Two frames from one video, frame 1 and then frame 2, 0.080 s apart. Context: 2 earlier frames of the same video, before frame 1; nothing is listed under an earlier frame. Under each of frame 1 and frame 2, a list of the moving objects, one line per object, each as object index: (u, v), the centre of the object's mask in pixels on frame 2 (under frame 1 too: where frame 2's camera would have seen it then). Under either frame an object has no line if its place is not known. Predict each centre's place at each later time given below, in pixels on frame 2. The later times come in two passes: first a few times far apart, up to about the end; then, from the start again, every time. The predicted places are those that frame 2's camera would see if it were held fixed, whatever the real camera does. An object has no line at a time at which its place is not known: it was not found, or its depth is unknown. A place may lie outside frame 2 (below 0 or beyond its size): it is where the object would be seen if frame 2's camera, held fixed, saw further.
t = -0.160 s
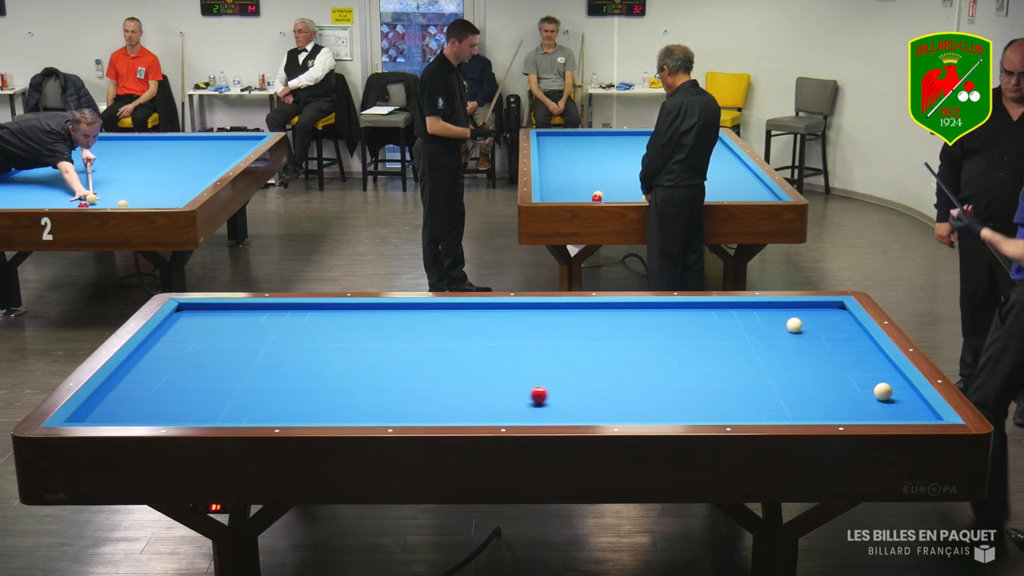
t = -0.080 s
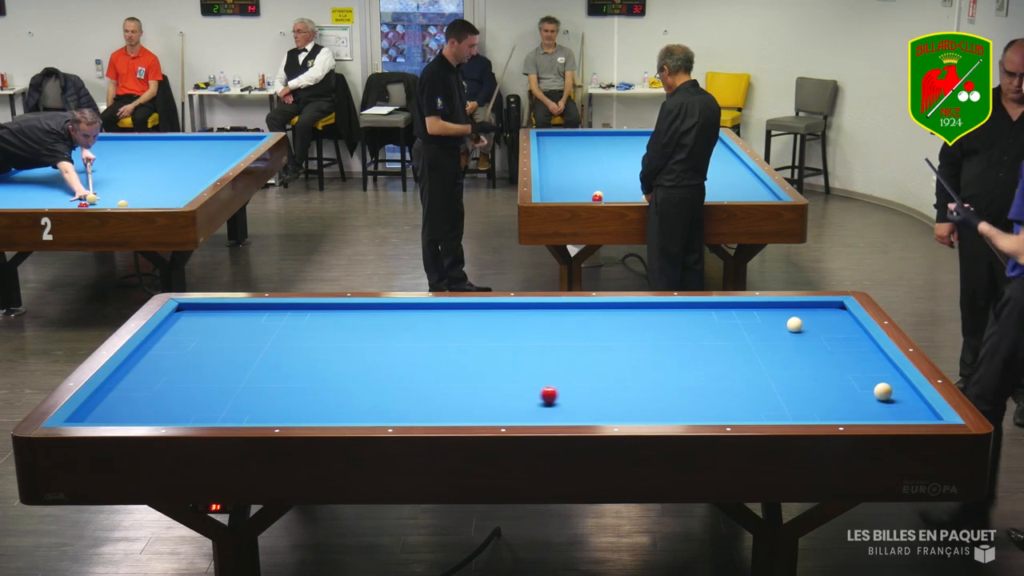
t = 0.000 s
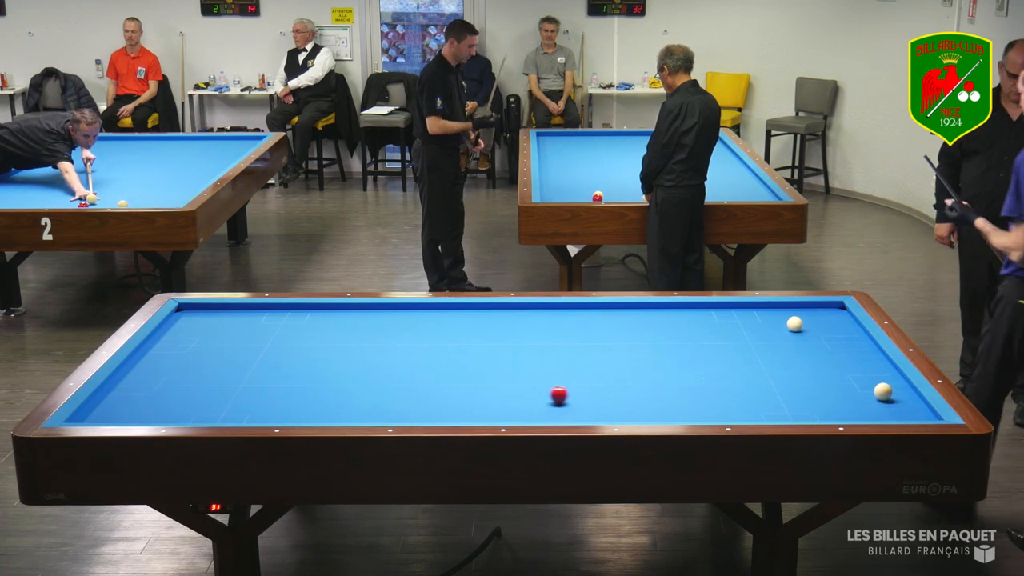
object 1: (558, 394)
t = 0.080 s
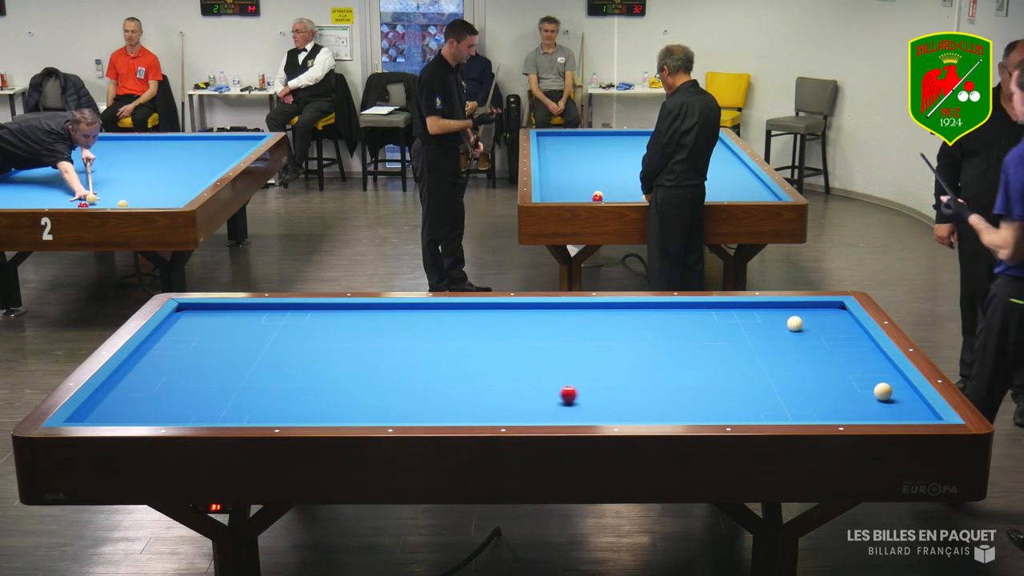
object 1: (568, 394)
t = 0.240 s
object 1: (588, 394)
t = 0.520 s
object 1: (620, 394)
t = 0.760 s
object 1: (647, 393)
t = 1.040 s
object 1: (677, 391)
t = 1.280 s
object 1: (702, 391)
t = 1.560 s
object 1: (730, 390)
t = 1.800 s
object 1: (753, 389)
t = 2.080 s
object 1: (780, 389)
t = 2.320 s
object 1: (801, 388)
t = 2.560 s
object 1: (821, 388)
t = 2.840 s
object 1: (844, 387)
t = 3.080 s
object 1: (863, 387)
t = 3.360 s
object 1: (878, 383)
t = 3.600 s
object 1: (892, 381)
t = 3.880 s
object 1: (899, 380)
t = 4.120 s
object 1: (891, 380)
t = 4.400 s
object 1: (884, 379)
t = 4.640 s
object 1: (878, 378)
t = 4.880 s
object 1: (873, 377)
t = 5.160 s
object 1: (869, 377)
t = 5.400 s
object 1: (866, 377)
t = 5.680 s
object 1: (863, 377)
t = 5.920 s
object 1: (862, 376)
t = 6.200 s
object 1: (862, 376)
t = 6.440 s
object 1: (862, 376)
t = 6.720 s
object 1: (862, 376)
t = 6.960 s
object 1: (862, 376)
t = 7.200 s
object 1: (862, 376)
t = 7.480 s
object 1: (862, 376)
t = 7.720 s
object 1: (862, 376)
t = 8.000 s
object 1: (862, 376)
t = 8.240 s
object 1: (862, 376)
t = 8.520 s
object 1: (862, 376)
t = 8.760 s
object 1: (862, 376)
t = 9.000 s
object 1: (862, 376)
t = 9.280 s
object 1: (862, 376)
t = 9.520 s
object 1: (862, 376)
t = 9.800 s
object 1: (862, 376)
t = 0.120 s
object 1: (573, 395)
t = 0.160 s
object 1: (578, 394)
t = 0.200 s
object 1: (583, 394)
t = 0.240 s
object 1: (588, 394)
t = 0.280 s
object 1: (592, 394)
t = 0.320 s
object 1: (597, 394)
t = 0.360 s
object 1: (602, 394)
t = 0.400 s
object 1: (606, 394)
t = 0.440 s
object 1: (611, 394)
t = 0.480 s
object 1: (616, 394)
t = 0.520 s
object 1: (620, 394)
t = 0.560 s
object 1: (625, 393)
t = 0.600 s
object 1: (629, 393)
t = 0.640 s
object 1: (634, 393)
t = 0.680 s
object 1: (638, 393)
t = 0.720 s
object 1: (643, 393)
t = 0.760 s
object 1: (647, 393)
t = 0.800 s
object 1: (651, 392)
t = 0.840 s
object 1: (656, 392)
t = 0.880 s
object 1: (660, 392)
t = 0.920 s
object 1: (664, 392)
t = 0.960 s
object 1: (669, 392)
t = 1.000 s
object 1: (673, 392)
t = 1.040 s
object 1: (677, 391)
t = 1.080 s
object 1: (681, 391)
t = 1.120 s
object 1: (686, 391)
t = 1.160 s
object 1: (690, 391)
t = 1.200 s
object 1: (694, 391)
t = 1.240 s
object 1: (698, 391)
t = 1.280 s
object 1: (702, 391)
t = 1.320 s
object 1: (706, 391)
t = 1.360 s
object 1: (710, 390)
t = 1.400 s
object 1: (714, 390)
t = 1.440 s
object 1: (718, 390)
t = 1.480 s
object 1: (722, 390)
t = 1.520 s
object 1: (726, 390)
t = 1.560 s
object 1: (730, 390)
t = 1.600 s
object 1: (734, 390)
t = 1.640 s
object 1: (738, 390)
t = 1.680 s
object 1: (742, 390)
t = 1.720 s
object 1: (746, 389)
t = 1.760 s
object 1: (750, 389)
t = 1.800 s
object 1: (753, 389)
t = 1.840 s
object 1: (757, 389)
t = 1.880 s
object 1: (761, 389)
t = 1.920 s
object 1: (765, 389)
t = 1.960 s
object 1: (768, 389)
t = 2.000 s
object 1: (772, 389)
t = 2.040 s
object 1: (775, 389)
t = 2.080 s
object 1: (780, 389)
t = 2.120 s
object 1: (783, 389)
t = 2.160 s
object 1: (786, 389)
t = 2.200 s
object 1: (790, 388)
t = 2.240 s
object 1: (793, 388)
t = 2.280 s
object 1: (797, 388)
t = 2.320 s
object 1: (801, 388)
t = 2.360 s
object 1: (804, 388)
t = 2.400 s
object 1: (808, 388)
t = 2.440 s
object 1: (811, 388)
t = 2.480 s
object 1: (815, 388)
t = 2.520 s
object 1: (818, 388)
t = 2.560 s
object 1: (821, 388)
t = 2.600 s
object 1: (825, 388)
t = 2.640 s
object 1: (828, 388)
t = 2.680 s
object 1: (831, 387)
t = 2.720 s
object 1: (834, 387)
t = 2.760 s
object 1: (838, 387)
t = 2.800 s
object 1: (841, 387)
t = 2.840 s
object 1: (844, 387)
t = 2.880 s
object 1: (847, 387)
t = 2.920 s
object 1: (851, 387)
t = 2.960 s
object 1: (854, 387)
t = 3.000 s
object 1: (857, 387)
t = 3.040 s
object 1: (860, 387)
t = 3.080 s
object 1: (863, 387)
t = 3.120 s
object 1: (866, 387)
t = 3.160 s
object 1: (868, 386)
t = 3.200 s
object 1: (870, 386)
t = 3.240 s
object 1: (872, 385)
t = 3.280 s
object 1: (874, 384)
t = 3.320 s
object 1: (876, 383)
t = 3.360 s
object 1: (878, 383)
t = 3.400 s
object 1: (880, 382)
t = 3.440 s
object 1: (882, 382)
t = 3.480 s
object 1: (885, 381)
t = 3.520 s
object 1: (887, 381)
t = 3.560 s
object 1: (889, 381)
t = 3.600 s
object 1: (892, 381)
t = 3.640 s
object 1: (893, 381)
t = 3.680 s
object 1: (896, 380)
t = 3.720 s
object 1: (898, 380)
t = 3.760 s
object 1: (899, 380)
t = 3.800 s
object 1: (901, 381)
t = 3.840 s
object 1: (900, 380)
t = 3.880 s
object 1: (899, 380)
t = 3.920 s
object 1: (897, 380)
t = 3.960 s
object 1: (896, 380)
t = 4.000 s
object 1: (895, 379)
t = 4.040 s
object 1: (893, 379)
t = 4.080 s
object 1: (892, 379)
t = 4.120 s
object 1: (891, 380)
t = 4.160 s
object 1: (890, 380)
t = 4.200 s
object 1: (889, 380)
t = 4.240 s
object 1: (888, 380)
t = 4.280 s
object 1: (887, 379)
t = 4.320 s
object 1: (886, 379)
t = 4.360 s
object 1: (885, 379)
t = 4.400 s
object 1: (884, 379)
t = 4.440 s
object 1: (883, 378)
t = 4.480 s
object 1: (882, 378)
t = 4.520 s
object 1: (881, 378)
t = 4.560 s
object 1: (880, 378)
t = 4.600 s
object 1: (879, 378)
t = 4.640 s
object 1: (878, 378)
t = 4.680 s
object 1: (877, 378)
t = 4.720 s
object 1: (876, 378)
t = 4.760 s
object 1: (876, 378)
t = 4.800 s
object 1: (875, 378)
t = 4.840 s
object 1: (874, 377)
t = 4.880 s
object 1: (873, 377)
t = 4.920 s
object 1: (873, 377)
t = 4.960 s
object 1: (872, 377)
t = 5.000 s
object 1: (871, 377)
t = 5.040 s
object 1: (871, 377)
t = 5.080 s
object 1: (870, 377)
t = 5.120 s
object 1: (869, 377)
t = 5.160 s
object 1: (869, 377)
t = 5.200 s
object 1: (868, 377)
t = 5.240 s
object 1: (868, 377)
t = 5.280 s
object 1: (867, 377)
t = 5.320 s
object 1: (866, 377)
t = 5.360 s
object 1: (866, 377)
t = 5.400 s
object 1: (866, 377)
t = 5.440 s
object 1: (866, 377)
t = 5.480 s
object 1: (865, 377)
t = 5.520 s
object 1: (865, 377)
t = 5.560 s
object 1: (864, 377)
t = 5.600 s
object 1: (864, 377)
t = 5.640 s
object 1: (864, 377)
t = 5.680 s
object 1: (863, 377)
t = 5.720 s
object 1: (863, 376)
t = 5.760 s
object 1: (863, 377)
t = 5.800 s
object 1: (863, 376)
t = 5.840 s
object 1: (863, 376)
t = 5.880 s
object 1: (862, 376)
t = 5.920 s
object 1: (862, 376)
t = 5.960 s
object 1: (862, 376)
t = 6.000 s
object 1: (862, 376)
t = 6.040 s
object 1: (862, 376)
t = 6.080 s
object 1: (862, 376)
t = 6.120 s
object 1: (862, 376)
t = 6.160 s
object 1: (862, 376)
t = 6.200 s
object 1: (862, 376)
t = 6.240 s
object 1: (862, 376)
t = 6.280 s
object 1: (862, 376)
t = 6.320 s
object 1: (862, 376)
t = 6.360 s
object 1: (862, 376)
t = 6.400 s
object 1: (862, 376)
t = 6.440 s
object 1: (862, 376)
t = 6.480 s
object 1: (862, 376)
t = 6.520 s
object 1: (862, 376)
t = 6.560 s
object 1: (862, 376)
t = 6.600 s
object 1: (862, 376)
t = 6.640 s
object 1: (862, 376)
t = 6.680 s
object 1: (862, 376)
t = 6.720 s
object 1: (862, 376)
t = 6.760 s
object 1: (862, 376)
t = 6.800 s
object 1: (862, 376)
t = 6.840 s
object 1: (862, 376)
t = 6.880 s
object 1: (862, 376)
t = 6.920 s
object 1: (862, 376)
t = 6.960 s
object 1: (862, 376)
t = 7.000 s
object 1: (862, 376)
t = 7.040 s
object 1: (862, 376)
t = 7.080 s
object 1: (862, 376)
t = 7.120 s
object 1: (862, 376)
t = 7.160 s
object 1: (862, 376)
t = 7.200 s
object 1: (862, 376)
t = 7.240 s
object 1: (862, 376)
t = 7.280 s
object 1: (862, 376)
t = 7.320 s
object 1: (862, 376)
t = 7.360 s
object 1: (862, 376)
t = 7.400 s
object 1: (862, 376)
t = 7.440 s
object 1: (862, 376)
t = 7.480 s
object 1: (862, 376)
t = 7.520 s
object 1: (862, 376)
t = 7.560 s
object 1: (862, 376)
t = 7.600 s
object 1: (862, 376)
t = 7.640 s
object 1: (862, 376)
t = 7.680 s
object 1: (862, 376)
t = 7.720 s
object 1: (862, 376)
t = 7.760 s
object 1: (862, 376)
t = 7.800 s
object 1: (862, 376)
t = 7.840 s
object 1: (862, 376)
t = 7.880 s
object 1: (862, 376)
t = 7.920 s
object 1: (862, 376)
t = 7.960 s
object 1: (862, 376)
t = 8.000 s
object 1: (862, 376)
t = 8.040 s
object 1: (862, 376)
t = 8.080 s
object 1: (862, 376)
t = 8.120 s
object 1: (862, 376)
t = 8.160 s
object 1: (862, 376)
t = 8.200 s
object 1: (862, 376)
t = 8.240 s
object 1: (862, 376)
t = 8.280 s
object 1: (862, 376)
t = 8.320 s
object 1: (862, 376)
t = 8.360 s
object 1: (862, 376)
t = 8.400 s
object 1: (862, 376)
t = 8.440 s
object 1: (862, 376)
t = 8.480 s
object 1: (862, 376)
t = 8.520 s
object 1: (862, 376)
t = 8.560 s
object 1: (862, 376)
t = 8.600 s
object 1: (862, 376)
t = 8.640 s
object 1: (862, 376)
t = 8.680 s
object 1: (862, 376)
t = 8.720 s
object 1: (862, 376)
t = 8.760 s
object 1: (862, 376)
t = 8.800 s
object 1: (862, 376)
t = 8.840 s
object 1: (862, 376)
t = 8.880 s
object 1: (862, 376)
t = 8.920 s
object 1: (862, 376)
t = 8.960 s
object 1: (862, 376)
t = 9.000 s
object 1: (862, 376)
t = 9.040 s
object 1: (862, 376)
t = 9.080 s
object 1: (862, 376)
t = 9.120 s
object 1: (862, 376)
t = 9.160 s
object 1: (862, 376)
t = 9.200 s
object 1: (862, 376)
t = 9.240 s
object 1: (862, 376)
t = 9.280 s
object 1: (862, 376)
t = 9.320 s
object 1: (862, 376)
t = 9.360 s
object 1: (862, 376)
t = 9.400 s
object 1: (862, 376)
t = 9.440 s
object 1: (862, 376)
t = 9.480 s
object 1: (862, 376)
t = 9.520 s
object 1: (862, 376)
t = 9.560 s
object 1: (862, 376)
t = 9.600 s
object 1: (862, 376)
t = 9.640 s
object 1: (862, 376)
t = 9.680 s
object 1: (862, 376)
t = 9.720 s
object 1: (862, 376)
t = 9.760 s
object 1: (862, 376)
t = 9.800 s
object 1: (862, 376)
